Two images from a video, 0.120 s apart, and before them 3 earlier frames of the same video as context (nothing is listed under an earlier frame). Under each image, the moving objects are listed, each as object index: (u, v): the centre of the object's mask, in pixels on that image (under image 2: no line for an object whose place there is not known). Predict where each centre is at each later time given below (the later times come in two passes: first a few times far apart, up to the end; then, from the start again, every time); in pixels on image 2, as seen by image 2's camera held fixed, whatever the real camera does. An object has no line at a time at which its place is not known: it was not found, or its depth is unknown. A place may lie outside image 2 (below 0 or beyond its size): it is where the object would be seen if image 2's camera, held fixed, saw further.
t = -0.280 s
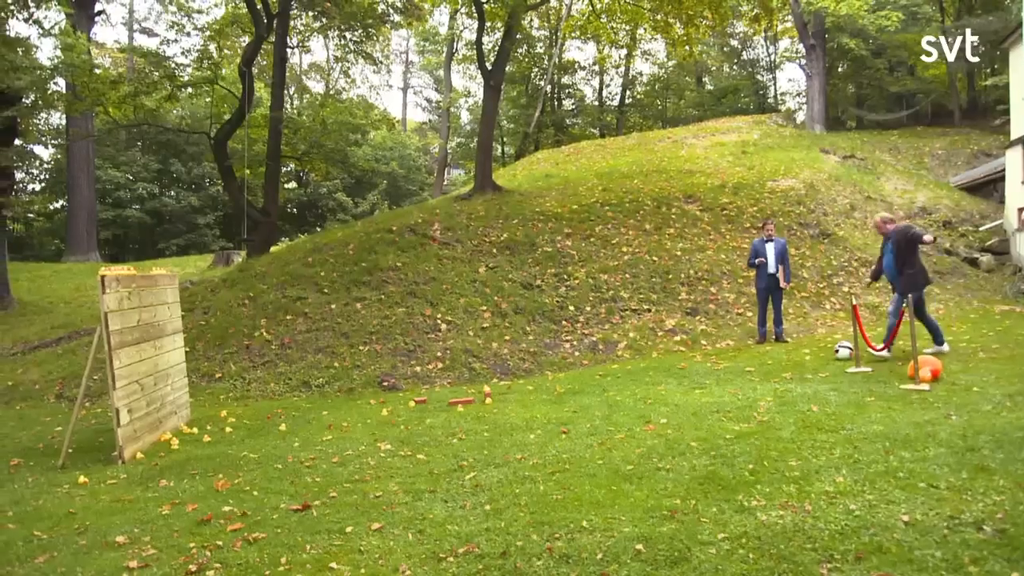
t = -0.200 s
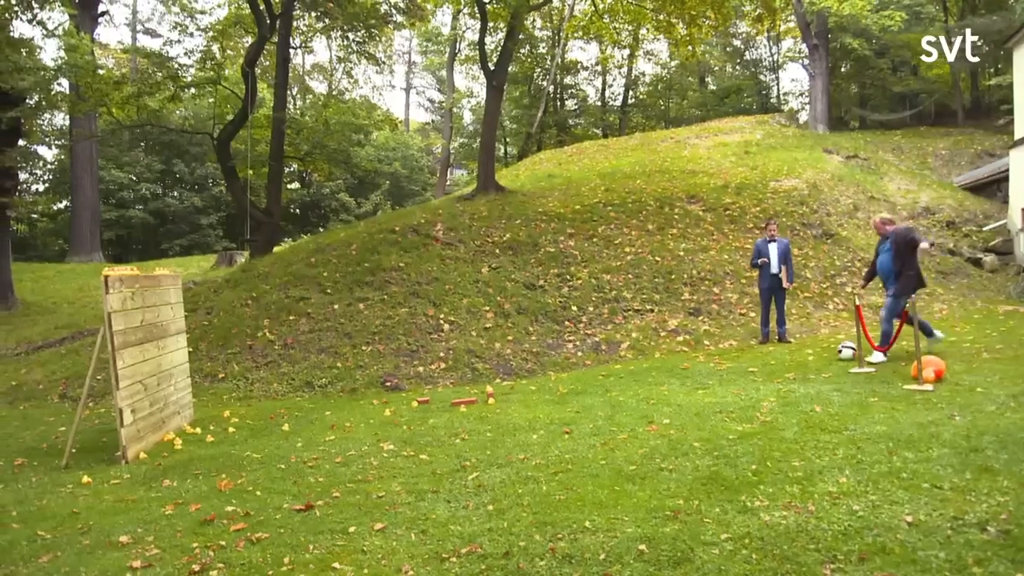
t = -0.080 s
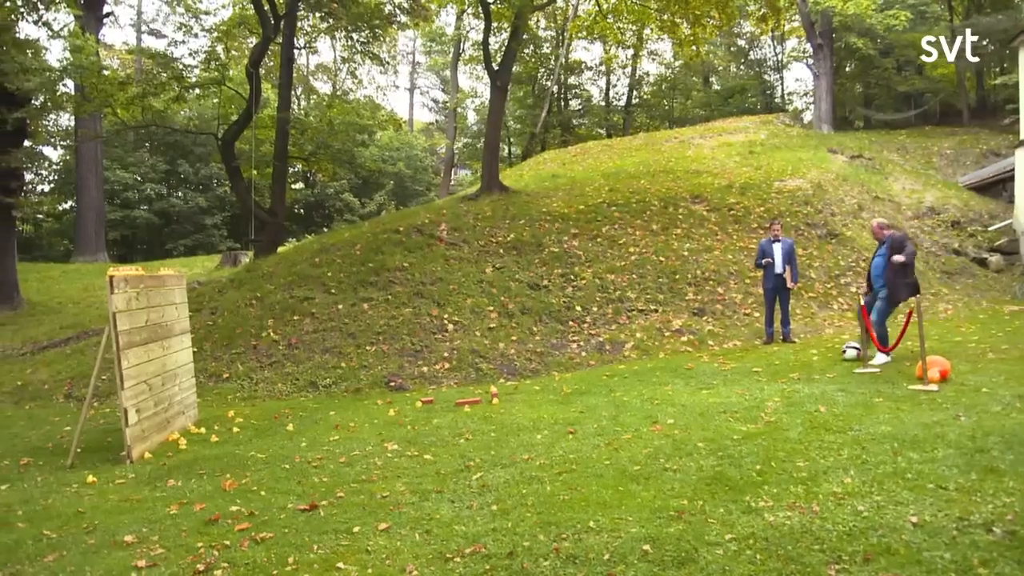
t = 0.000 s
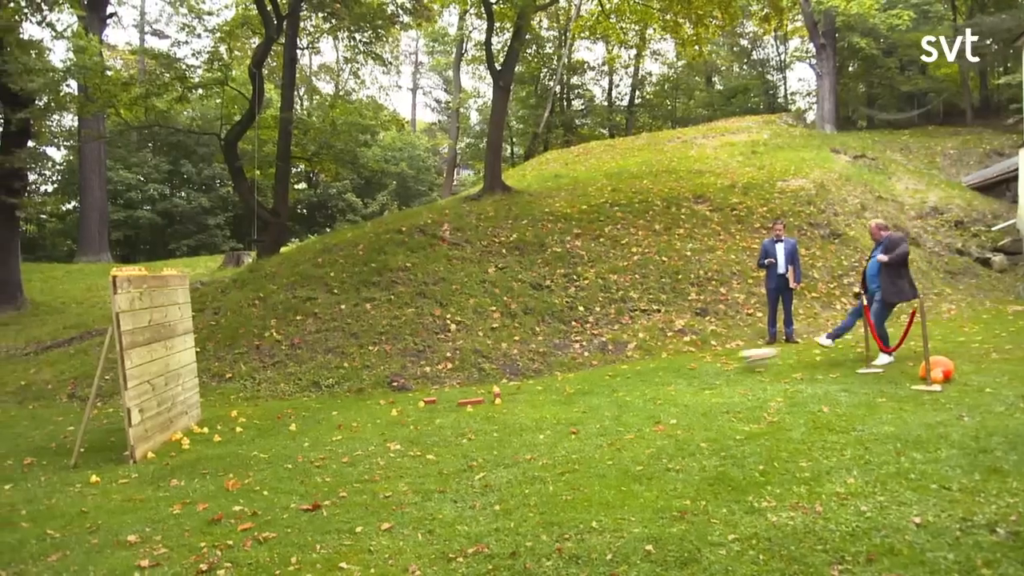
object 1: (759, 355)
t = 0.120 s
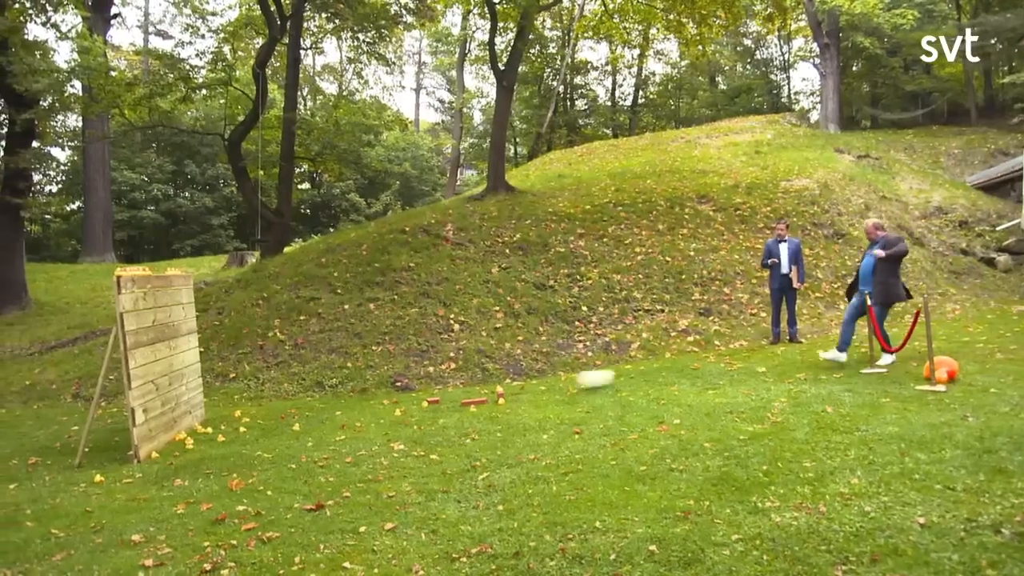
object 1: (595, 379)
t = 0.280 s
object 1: (430, 354)
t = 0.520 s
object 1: (277, 316)
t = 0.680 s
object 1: (200, 320)
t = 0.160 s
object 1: (541, 384)
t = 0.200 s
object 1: (491, 382)
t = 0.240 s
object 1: (458, 367)
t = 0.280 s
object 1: (430, 354)
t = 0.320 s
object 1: (401, 344)
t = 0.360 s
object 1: (376, 334)
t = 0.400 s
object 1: (349, 327)
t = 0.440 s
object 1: (324, 322)
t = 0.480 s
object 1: (299, 318)
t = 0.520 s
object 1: (277, 316)
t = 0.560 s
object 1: (256, 315)
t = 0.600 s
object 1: (234, 316)
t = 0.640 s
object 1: (214, 319)
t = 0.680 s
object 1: (200, 320)
